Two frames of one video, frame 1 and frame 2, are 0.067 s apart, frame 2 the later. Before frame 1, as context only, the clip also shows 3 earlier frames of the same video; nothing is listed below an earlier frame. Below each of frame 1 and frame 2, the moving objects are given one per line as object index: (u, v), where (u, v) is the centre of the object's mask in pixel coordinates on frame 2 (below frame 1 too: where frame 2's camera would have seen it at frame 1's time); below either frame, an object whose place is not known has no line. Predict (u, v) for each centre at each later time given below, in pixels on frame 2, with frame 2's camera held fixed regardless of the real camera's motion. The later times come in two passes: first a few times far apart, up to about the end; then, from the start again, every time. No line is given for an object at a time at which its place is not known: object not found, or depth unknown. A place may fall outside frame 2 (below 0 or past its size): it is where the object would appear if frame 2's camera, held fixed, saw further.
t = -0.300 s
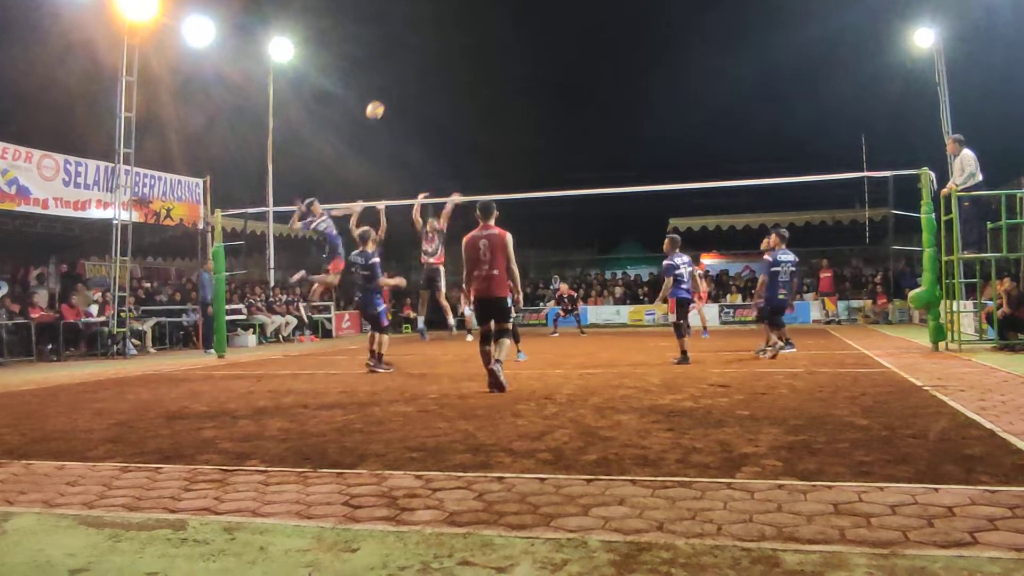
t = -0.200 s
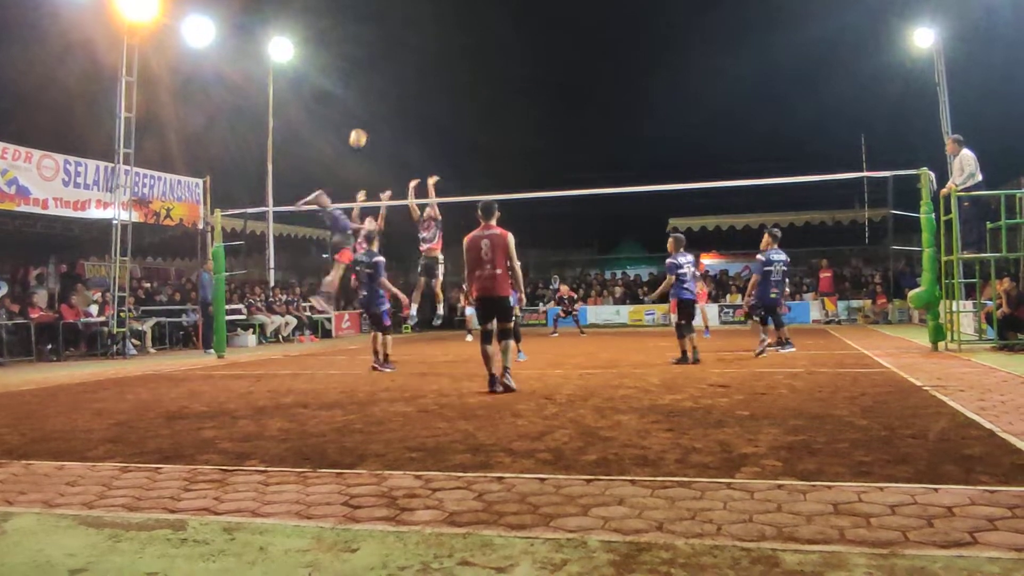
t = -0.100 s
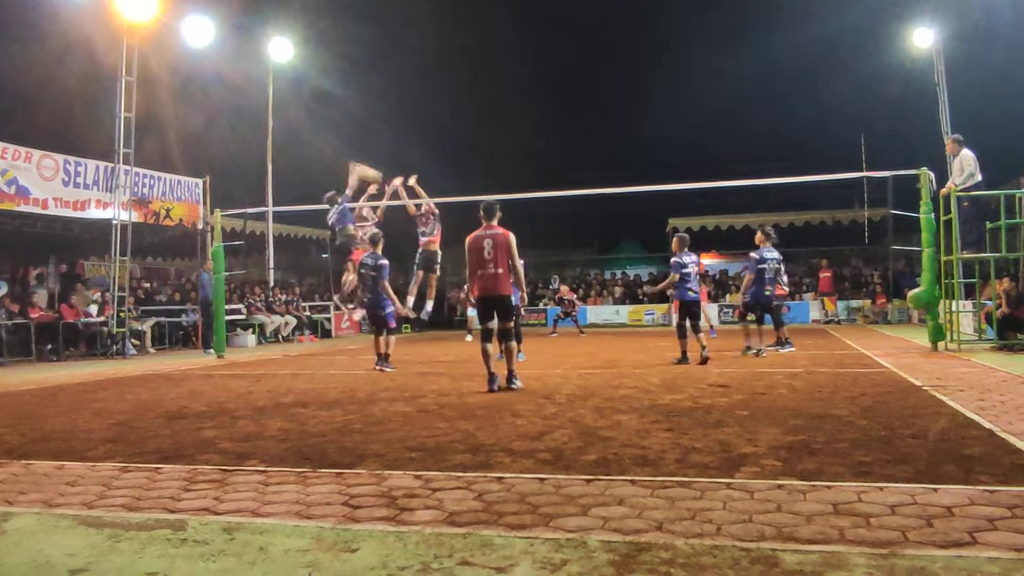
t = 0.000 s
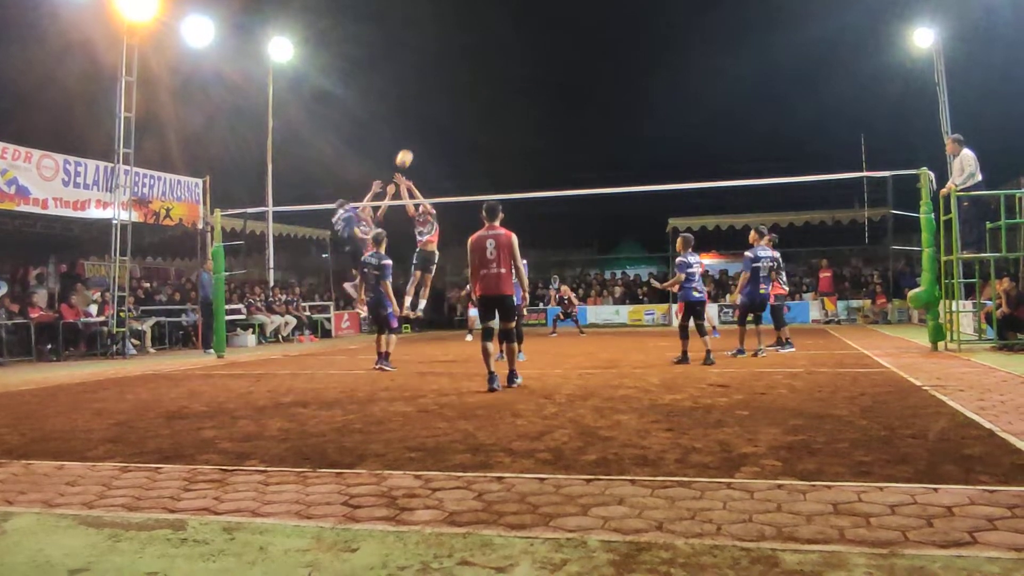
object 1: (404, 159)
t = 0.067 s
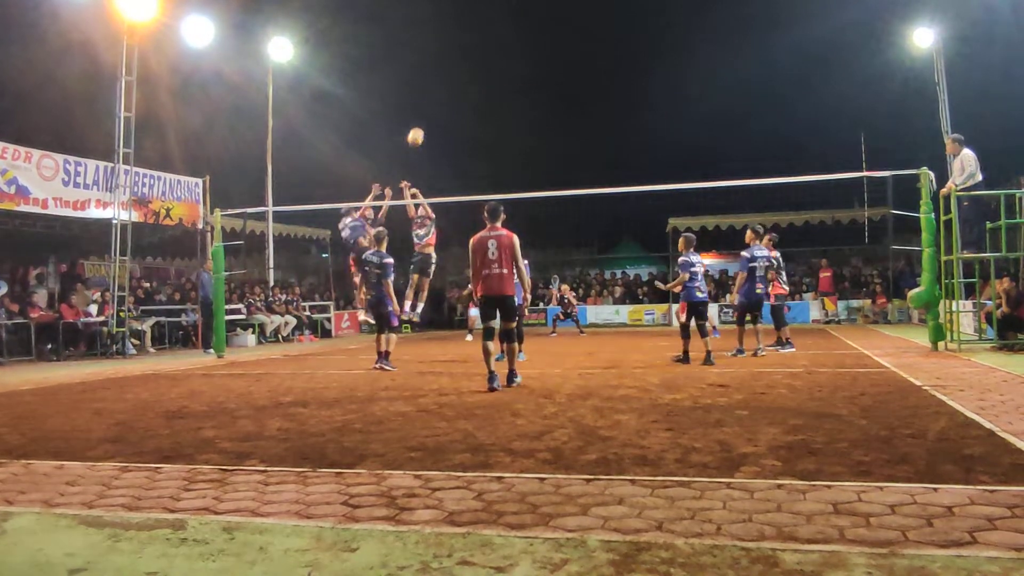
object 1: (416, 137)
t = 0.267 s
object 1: (453, 88)
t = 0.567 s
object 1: (516, 62)
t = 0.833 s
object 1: (579, 92)
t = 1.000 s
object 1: (622, 140)
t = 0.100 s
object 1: (421, 128)
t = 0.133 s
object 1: (427, 118)
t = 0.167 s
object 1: (433, 110)
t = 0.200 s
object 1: (440, 102)
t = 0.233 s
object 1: (446, 95)
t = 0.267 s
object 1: (453, 88)
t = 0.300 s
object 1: (459, 82)
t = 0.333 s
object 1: (465, 78)
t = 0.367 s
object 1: (472, 73)
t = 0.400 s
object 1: (480, 69)
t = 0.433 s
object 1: (486, 66)
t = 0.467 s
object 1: (494, 64)
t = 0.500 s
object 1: (501, 62)
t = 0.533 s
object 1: (508, 62)
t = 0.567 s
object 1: (516, 62)
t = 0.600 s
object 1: (523, 62)
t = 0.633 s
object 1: (531, 64)
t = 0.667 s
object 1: (538, 66)
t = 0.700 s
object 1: (547, 70)
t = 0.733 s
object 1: (554, 74)
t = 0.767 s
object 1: (562, 79)
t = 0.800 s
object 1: (571, 85)
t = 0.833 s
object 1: (579, 92)
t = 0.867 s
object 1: (588, 100)
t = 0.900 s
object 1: (596, 108)
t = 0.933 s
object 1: (605, 118)
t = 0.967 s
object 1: (613, 129)
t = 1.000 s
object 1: (622, 140)
